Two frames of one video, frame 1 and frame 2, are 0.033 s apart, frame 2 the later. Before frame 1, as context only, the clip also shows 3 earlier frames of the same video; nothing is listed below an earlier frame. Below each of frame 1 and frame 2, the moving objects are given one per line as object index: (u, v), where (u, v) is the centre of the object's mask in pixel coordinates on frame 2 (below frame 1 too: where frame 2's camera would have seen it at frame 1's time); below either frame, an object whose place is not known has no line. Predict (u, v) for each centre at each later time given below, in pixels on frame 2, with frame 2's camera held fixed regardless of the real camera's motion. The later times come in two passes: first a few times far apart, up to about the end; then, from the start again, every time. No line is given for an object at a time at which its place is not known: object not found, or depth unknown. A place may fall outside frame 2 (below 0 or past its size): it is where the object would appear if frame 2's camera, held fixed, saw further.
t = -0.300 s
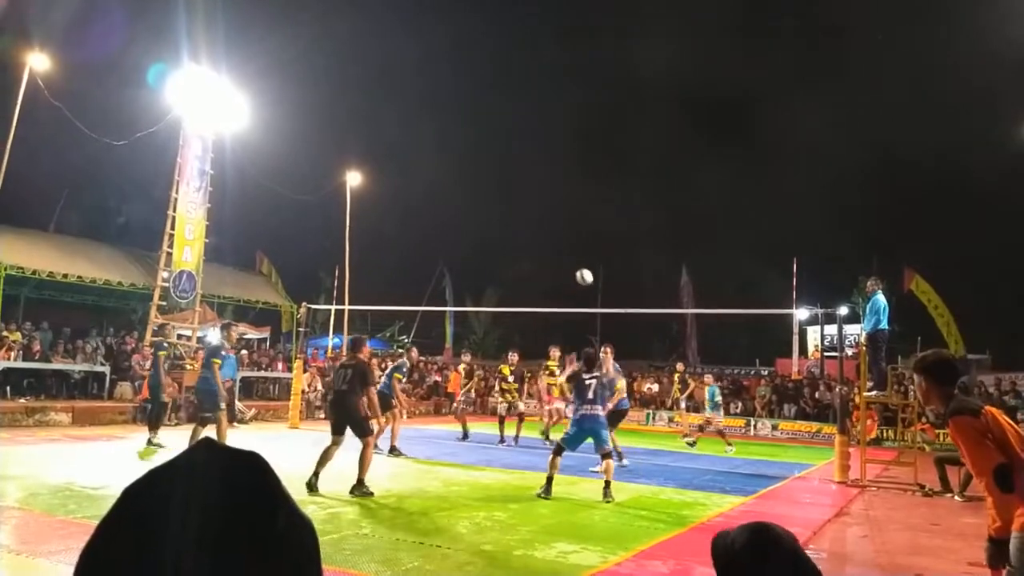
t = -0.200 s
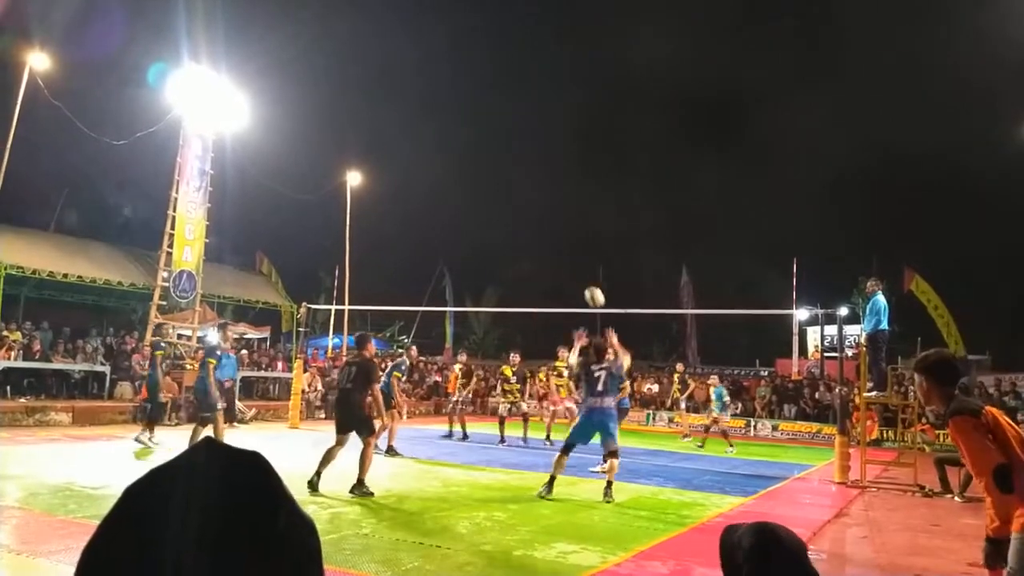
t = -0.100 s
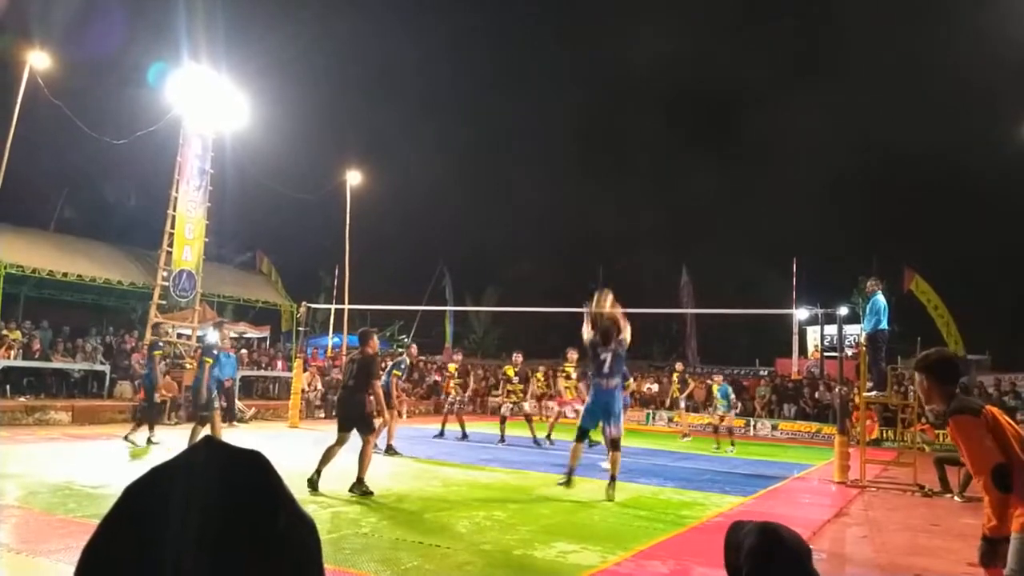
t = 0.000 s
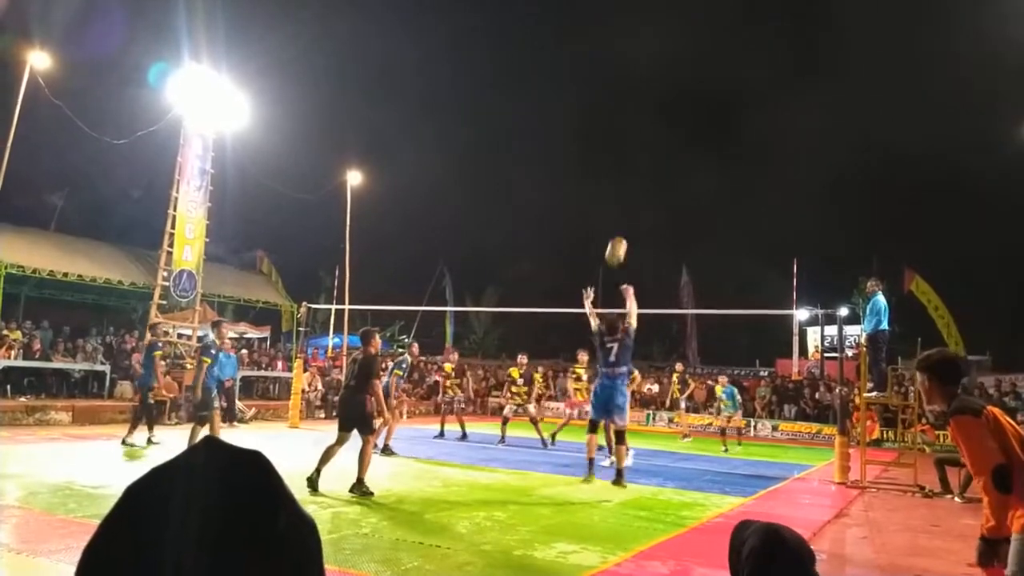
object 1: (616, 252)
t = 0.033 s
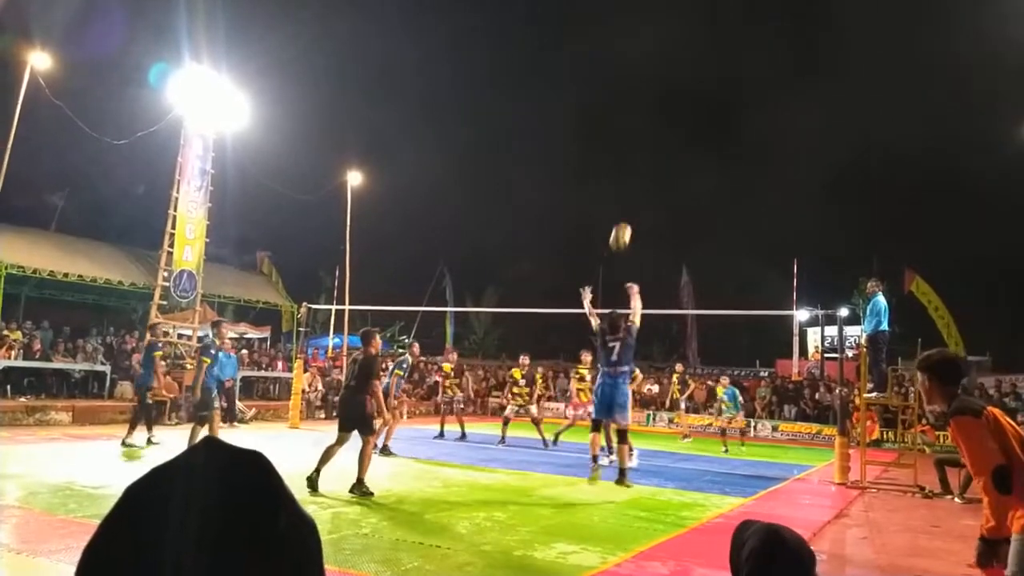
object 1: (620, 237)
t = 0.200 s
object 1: (640, 176)
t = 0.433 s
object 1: (666, 131)
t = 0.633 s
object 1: (684, 127)
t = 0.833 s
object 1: (701, 151)
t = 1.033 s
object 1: (715, 204)
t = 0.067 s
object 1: (625, 222)
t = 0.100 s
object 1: (629, 209)
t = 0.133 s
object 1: (633, 197)
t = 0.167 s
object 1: (637, 186)
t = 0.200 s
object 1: (640, 176)
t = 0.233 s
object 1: (644, 167)
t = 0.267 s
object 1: (648, 158)
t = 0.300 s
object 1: (652, 151)
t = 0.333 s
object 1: (655, 145)
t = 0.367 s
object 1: (659, 139)
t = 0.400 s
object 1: (662, 134)
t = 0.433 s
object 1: (666, 131)
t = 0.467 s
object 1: (669, 128)
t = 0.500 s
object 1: (672, 126)
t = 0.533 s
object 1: (675, 125)
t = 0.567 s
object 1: (678, 125)
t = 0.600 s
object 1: (681, 126)
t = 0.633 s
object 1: (684, 127)
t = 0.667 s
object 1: (687, 129)
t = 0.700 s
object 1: (690, 131)
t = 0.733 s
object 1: (693, 135)
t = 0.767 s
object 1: (696, 140)
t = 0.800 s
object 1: (698, 145)
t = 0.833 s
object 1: (701, 151)
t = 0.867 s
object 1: (704, 158)
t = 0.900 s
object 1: (706, 165)
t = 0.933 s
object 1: (709, 174)
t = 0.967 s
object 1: (711, 184)
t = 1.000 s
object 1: (713, 193)
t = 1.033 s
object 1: (715, 204)
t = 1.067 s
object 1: (718, 215)
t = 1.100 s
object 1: (720, 227)
